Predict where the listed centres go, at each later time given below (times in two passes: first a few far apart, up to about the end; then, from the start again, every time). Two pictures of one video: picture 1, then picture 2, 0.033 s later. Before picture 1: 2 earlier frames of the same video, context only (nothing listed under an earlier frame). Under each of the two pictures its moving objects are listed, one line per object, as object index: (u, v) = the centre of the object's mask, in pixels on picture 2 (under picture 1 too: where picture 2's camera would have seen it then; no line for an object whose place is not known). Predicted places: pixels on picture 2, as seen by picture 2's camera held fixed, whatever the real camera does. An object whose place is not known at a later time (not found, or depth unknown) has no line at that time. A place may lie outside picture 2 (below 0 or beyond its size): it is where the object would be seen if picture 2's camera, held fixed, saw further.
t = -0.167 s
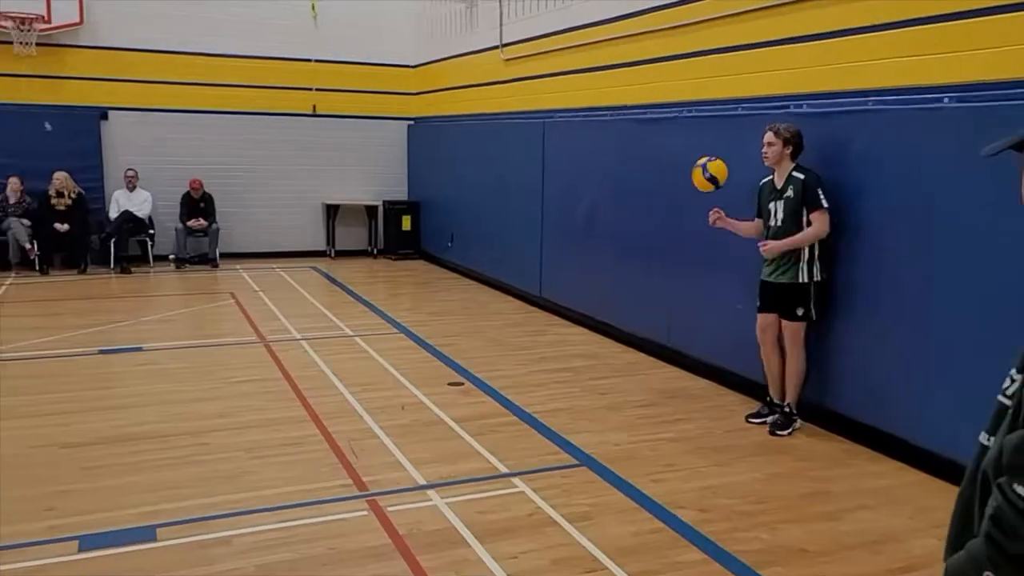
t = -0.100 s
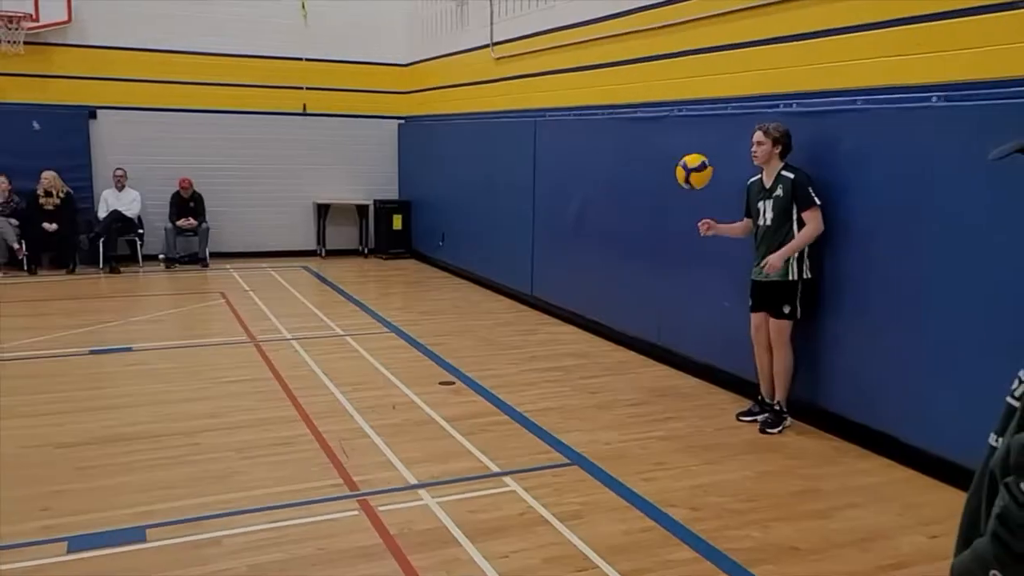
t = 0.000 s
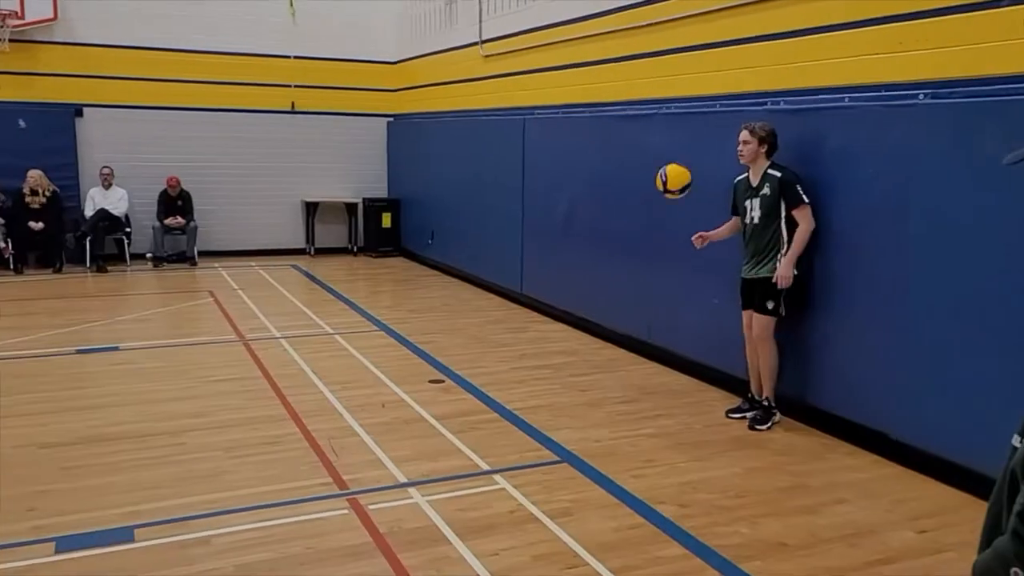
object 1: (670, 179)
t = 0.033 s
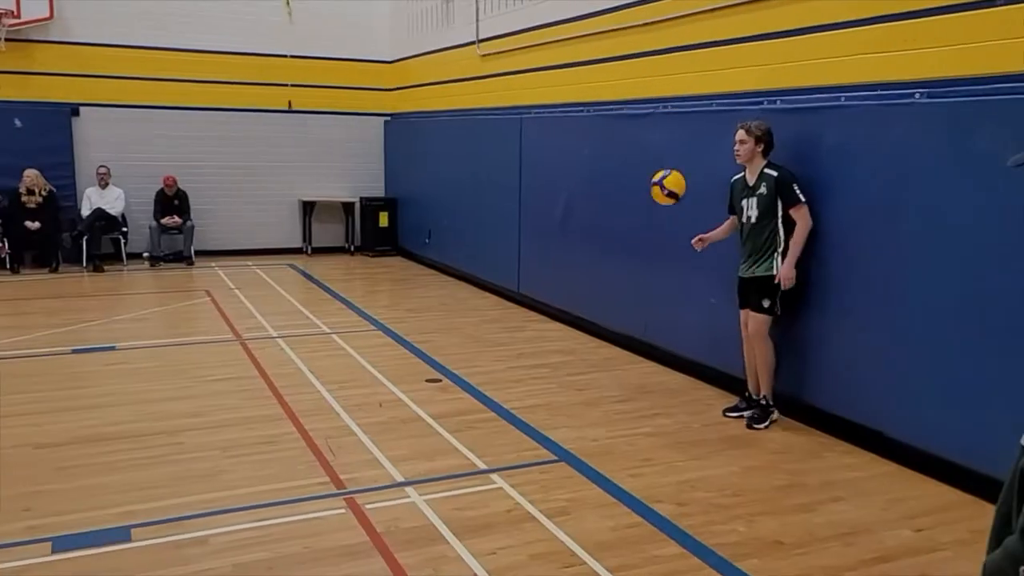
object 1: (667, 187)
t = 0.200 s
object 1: (650, 249)
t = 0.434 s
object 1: (624, 402)
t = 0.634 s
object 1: (649, 301)
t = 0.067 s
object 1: (664, 196)
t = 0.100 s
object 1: (660, 206)
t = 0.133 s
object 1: (657, 219)
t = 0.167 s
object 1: (654, 232)
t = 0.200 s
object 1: (650, 249)
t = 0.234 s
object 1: (647, 266)
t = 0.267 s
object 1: (643, 285)
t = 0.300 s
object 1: (639, 306)
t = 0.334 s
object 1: (635, 328)
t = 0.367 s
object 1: (632, 350)
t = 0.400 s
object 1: (628, 376)
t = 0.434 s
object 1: (624, 402)
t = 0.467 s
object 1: (628, 387)
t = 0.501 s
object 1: (632, 367)
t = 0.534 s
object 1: (637, 347)
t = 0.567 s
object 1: (641, 332)
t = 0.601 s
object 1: (645, 316)
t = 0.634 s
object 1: (649, 301)
